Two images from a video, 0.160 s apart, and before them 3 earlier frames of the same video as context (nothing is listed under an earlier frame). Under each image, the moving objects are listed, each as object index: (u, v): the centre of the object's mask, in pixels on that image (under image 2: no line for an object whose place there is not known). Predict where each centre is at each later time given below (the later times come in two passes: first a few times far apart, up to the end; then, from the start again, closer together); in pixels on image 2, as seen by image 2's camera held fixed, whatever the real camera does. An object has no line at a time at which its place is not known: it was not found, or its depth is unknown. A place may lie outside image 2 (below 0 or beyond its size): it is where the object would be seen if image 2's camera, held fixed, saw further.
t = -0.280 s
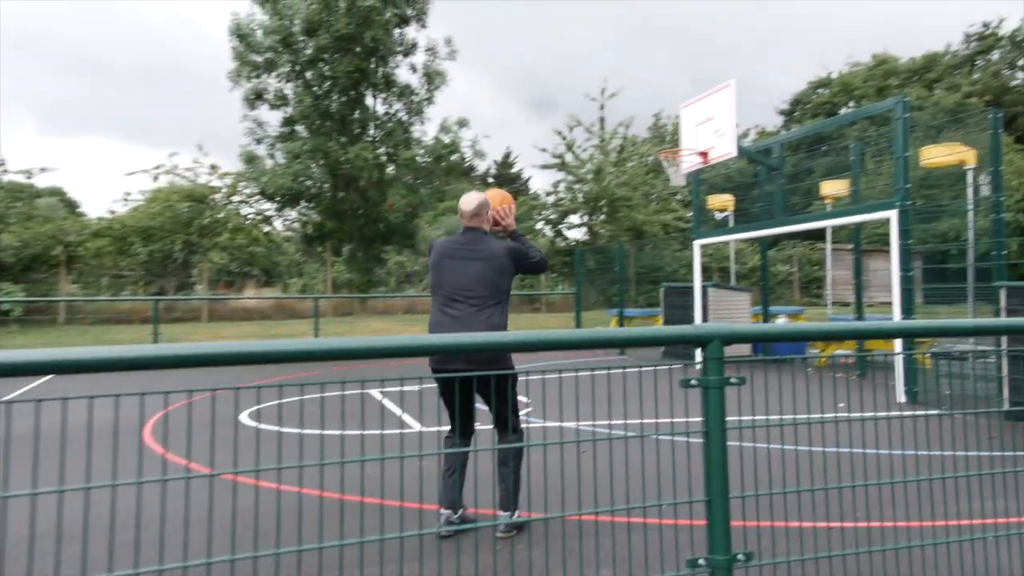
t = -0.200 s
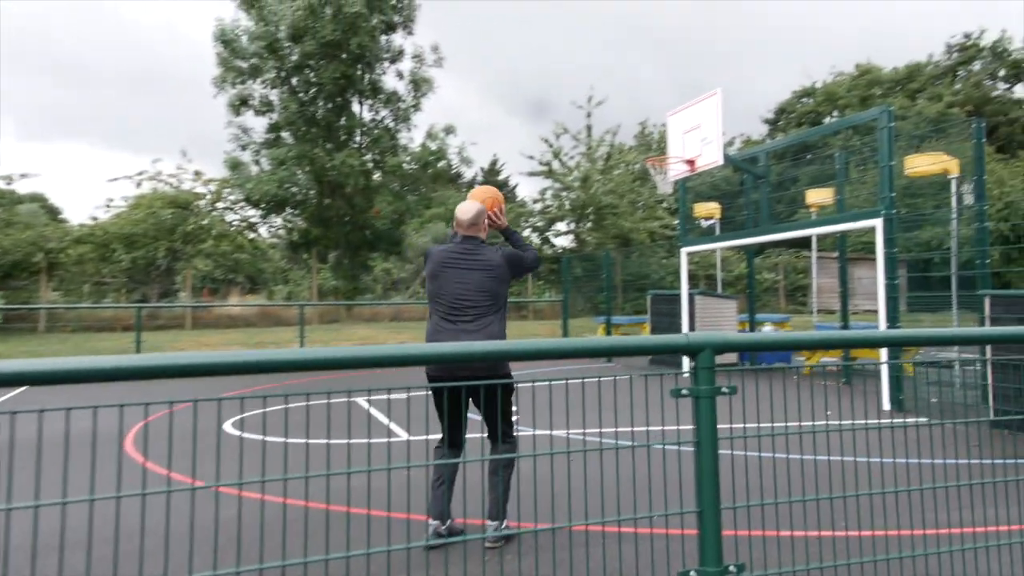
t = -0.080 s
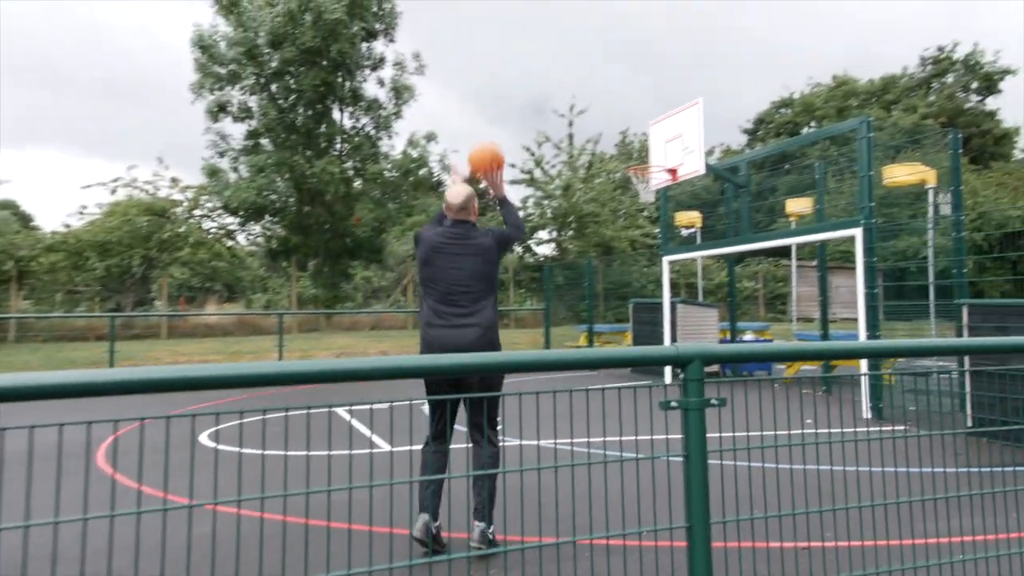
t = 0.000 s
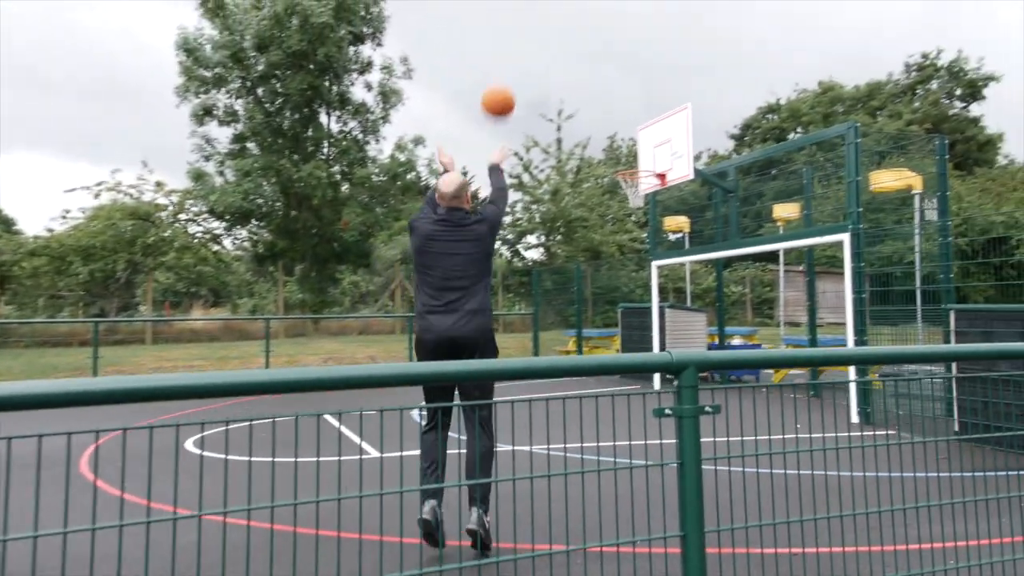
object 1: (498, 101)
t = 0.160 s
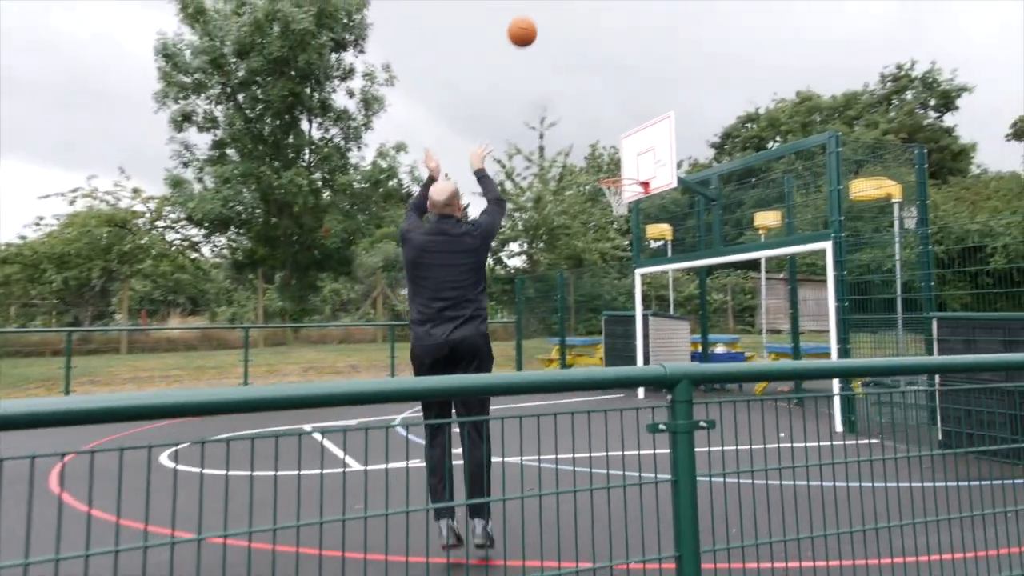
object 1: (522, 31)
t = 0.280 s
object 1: (546, 7)
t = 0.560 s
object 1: (584, 19)
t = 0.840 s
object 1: (611, 97)
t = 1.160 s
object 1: (613, 214)
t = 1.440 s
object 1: (577, 320)
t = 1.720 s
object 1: (545, 359)
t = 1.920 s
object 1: (523, 292)
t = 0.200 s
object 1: (530, 21)
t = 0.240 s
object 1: (538, 13)
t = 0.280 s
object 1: (546, 7)
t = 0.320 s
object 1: (553, 3)
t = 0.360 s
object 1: (559, 2)
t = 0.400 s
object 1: (565, 2)
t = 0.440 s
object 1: (570, 4)
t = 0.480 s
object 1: (575, 8)
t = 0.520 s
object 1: (580, 13)
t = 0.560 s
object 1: (584, 19)
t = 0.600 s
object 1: (588, 27)
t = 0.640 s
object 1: (592, 36)
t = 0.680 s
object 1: (596, 46)
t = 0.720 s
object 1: (600, 58)
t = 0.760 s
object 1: (604, 70)
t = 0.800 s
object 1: (607, 83)
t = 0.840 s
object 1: (611, 97)
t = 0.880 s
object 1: (614, 111)
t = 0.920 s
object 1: (617, 126)
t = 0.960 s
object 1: (619, 142)
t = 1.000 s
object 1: (621, 159)
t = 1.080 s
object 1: (622, 190)
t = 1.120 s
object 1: (618, 203)
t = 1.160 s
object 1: (613, 214)
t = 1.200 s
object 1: (608, 225)
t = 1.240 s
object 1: (603, 237)
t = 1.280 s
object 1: (598, 251)
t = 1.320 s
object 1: (592, 266)
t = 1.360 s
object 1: (587, 283)
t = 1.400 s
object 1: (583, 301)
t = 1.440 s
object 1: (577, 320)
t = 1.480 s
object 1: (572, 340)
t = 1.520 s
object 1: (567, 360)
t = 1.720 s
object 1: (545, 359)
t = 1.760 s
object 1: (540, 344)
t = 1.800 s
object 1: (536, 329)
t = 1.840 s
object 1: (532, 315)
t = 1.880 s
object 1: (527, 303)
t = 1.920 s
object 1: (523, 292)
